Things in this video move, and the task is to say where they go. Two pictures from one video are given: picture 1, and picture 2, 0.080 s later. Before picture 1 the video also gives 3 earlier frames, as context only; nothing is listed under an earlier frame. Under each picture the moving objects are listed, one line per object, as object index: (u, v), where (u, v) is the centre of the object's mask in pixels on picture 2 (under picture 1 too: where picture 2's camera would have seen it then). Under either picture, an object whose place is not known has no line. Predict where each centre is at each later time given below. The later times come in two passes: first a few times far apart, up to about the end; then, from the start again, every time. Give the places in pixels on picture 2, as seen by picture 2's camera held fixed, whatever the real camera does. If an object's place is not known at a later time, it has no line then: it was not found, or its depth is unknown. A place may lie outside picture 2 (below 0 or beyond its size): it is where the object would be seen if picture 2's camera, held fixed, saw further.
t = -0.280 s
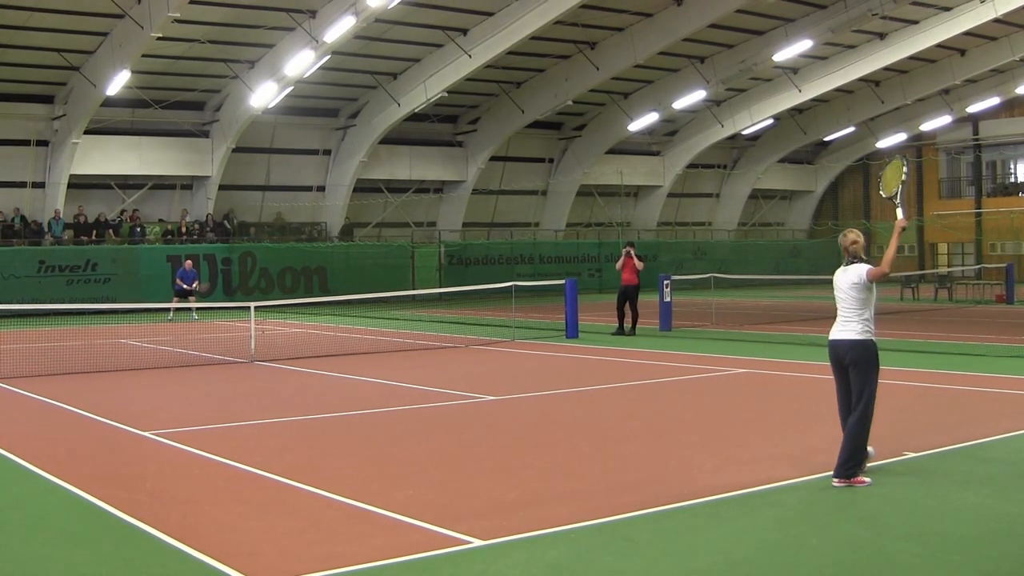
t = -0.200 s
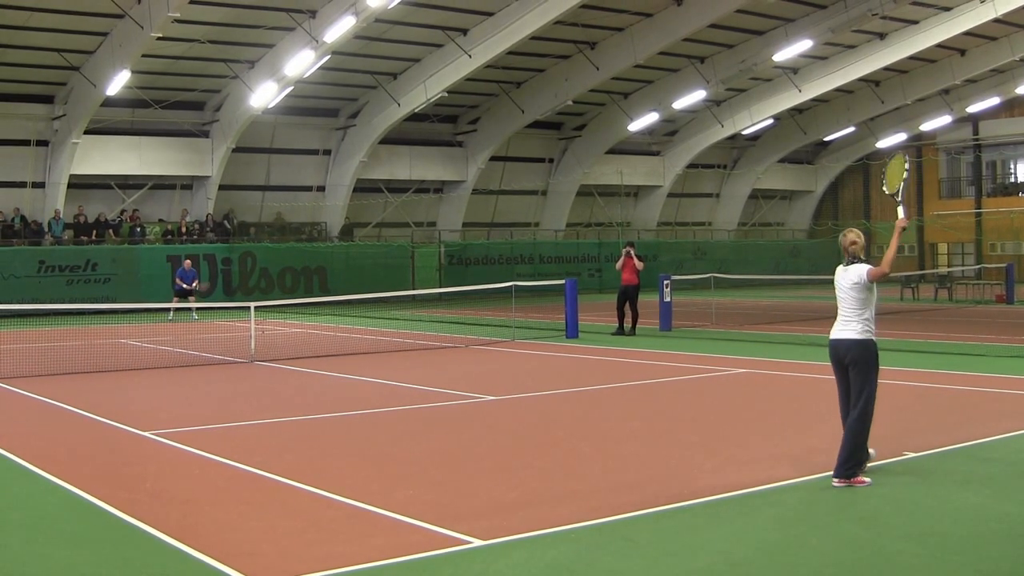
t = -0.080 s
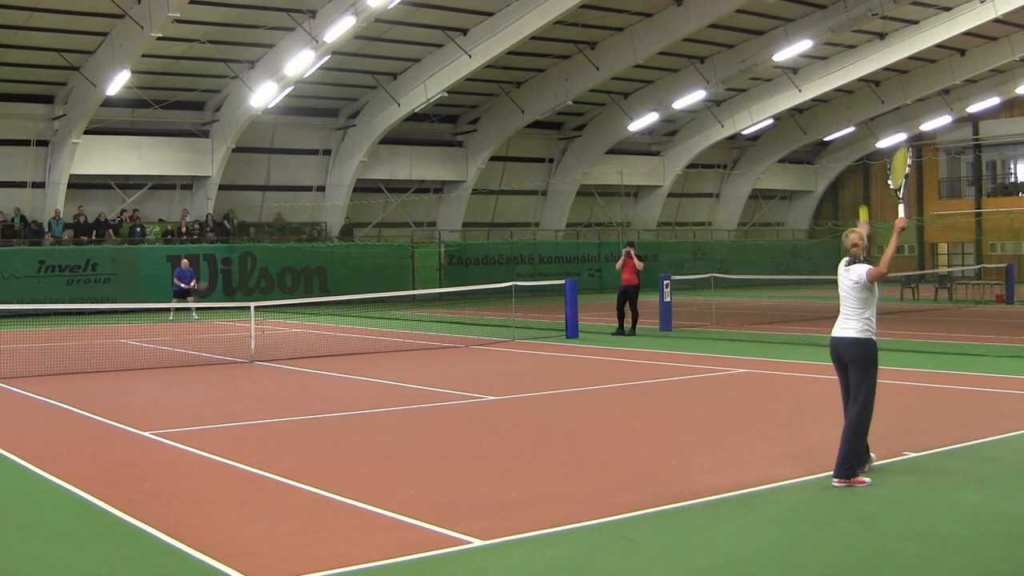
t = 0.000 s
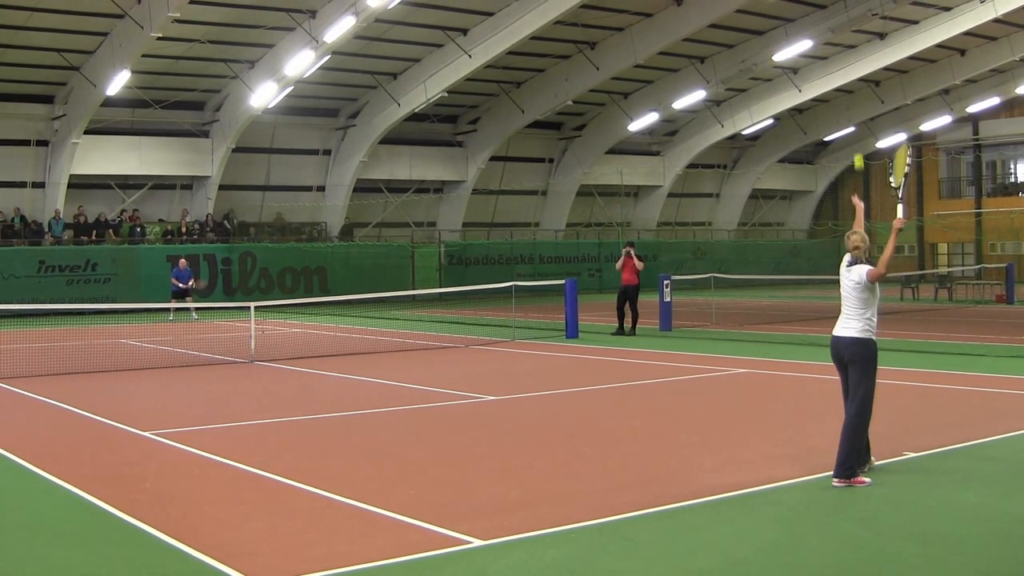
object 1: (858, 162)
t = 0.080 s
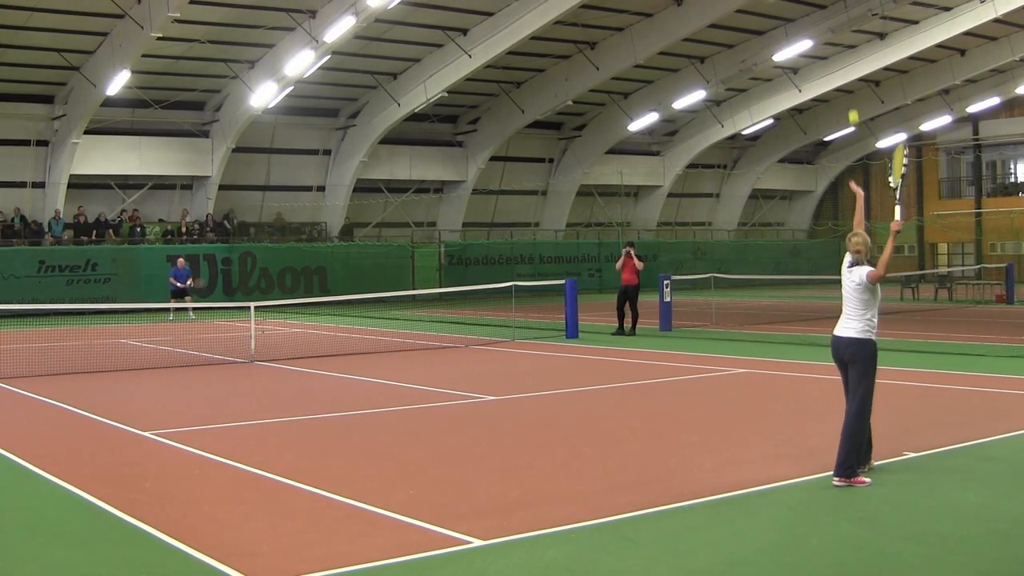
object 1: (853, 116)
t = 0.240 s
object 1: (843, 53)
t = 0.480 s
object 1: (831, 22)
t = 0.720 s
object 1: (820, 63)
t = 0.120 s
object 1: (851, 97)
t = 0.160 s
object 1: (849, 83)
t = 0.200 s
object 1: (846, 66)
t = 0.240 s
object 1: (843, 53)
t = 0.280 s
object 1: (841, 43)
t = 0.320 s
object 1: (839, 35)
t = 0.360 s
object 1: (836, 29)
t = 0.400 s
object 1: (834, 25)
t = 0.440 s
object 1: (832, 22)
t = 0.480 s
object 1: (831, 22)
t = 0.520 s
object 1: (828, 24)
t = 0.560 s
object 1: (827, 27)
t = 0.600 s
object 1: (825, 33)
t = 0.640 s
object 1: (823, 41)
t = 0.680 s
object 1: (822, 51)
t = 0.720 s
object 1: (820, 63)
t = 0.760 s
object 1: (819, 77)
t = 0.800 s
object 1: (817, 95)
